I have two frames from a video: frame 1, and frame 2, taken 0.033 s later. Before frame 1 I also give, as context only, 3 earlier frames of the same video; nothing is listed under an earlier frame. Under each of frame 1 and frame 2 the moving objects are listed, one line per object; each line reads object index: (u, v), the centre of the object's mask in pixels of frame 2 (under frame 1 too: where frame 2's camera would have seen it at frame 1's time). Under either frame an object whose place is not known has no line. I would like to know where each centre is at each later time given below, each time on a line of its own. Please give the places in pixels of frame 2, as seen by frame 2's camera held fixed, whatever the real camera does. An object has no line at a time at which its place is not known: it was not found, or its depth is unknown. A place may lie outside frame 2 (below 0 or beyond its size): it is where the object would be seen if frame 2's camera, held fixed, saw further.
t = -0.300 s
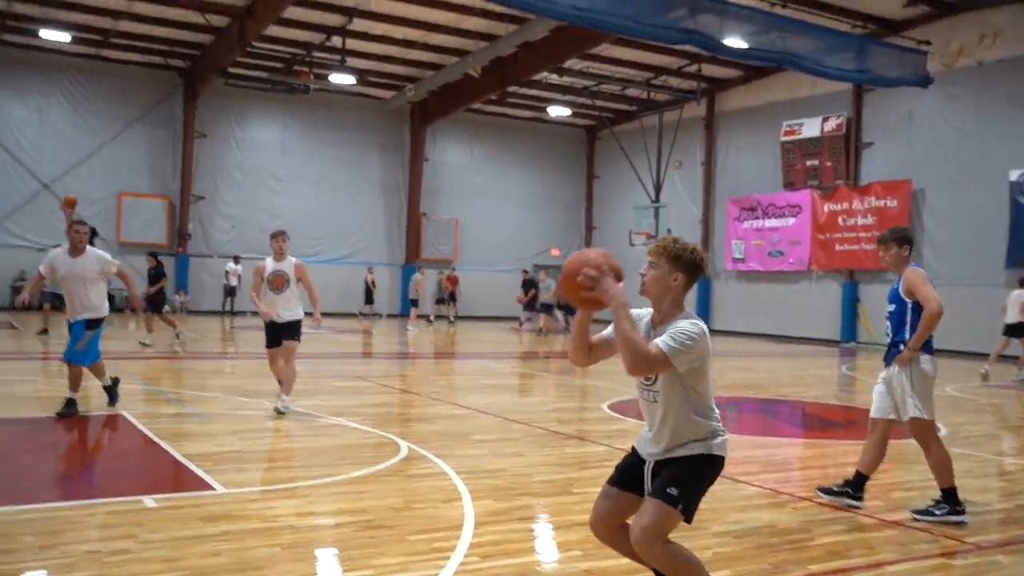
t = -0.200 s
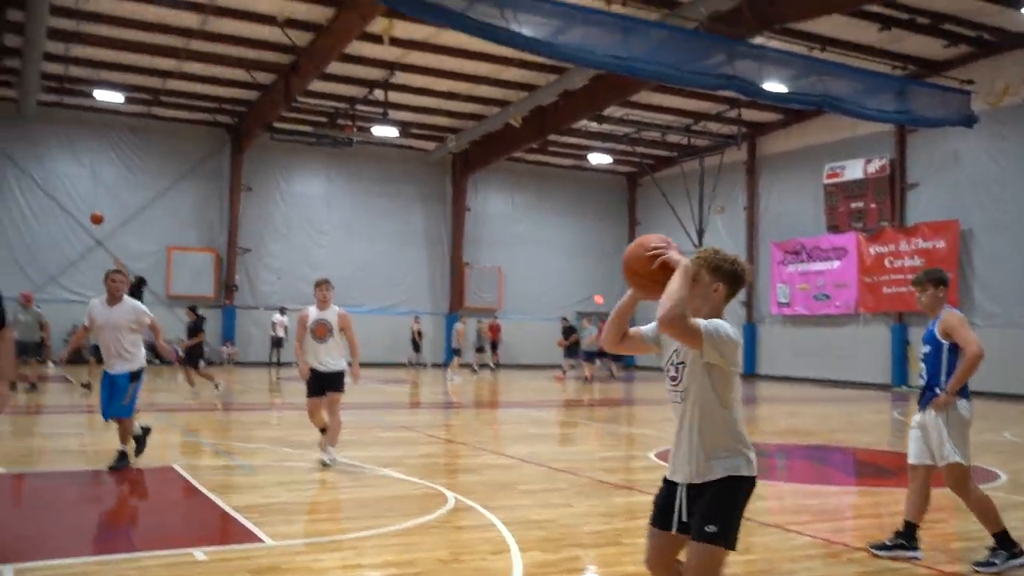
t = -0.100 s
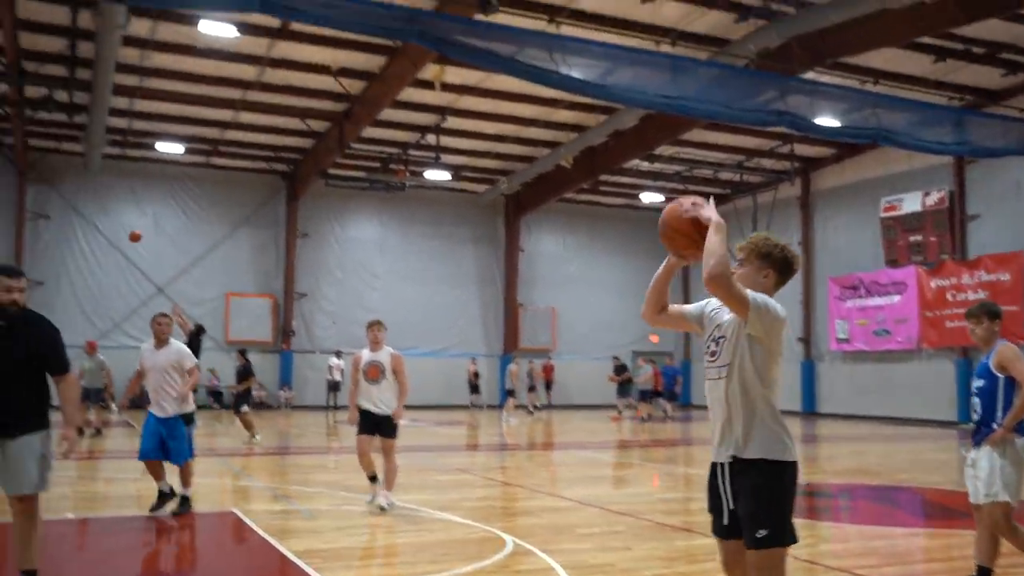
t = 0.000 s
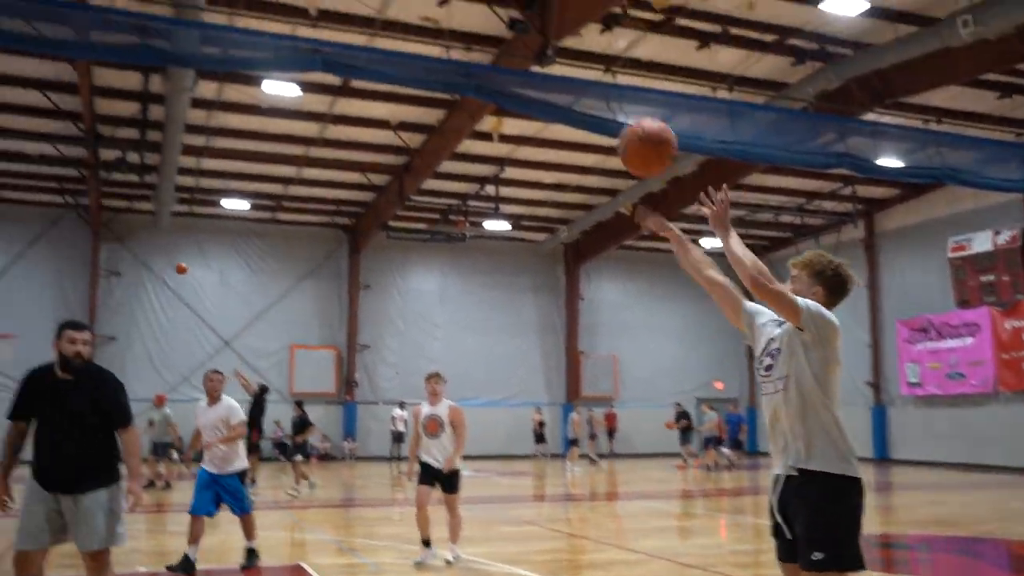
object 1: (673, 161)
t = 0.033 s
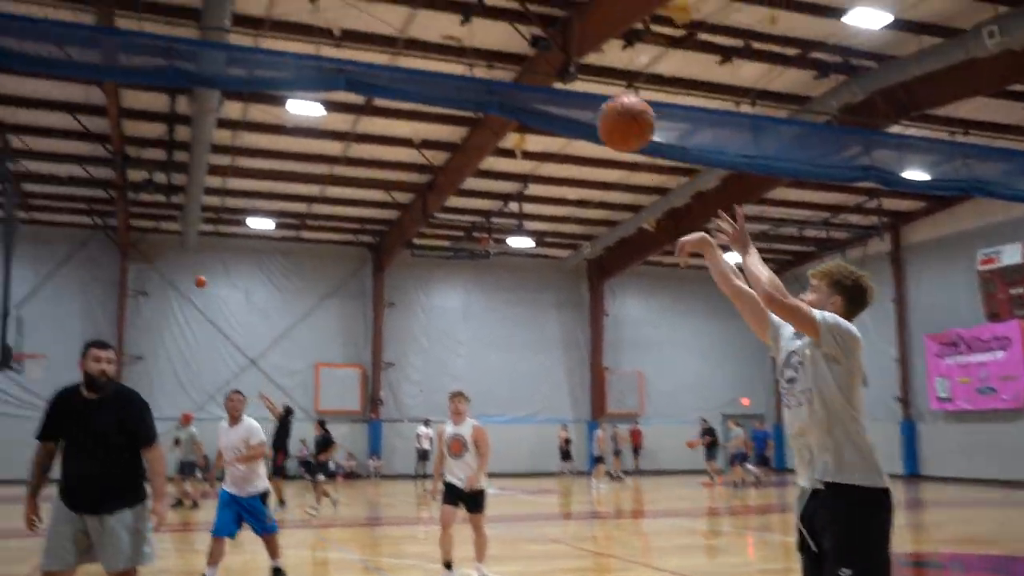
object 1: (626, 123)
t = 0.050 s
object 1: (604, 105)
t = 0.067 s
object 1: (582, 88)
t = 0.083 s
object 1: (562, 71)
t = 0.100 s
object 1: (543, 57)
